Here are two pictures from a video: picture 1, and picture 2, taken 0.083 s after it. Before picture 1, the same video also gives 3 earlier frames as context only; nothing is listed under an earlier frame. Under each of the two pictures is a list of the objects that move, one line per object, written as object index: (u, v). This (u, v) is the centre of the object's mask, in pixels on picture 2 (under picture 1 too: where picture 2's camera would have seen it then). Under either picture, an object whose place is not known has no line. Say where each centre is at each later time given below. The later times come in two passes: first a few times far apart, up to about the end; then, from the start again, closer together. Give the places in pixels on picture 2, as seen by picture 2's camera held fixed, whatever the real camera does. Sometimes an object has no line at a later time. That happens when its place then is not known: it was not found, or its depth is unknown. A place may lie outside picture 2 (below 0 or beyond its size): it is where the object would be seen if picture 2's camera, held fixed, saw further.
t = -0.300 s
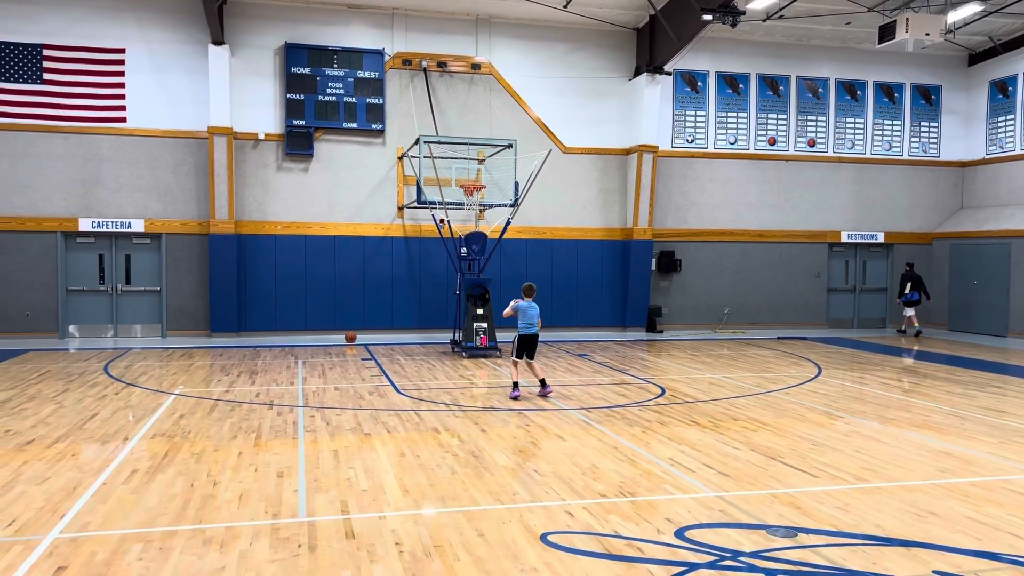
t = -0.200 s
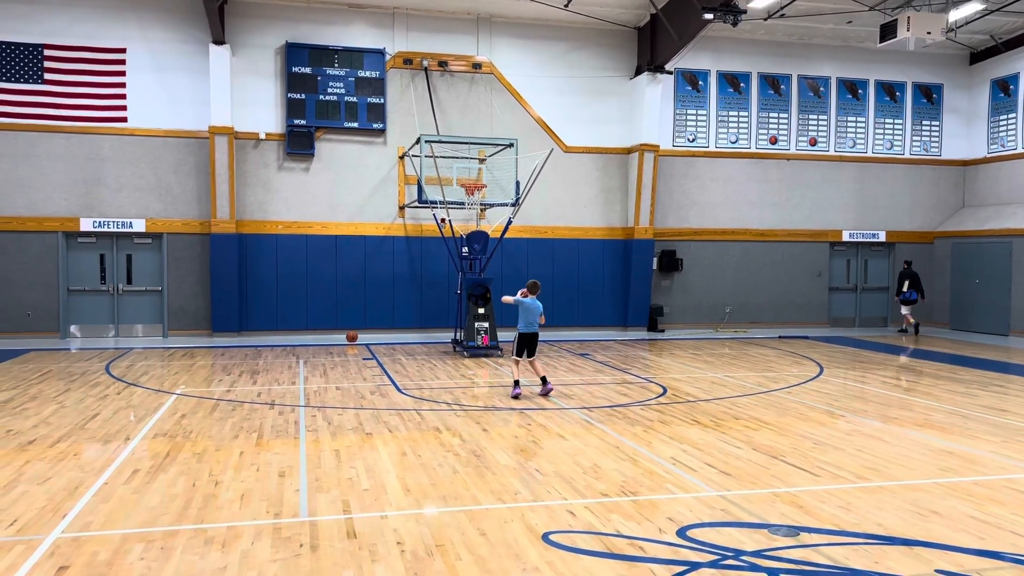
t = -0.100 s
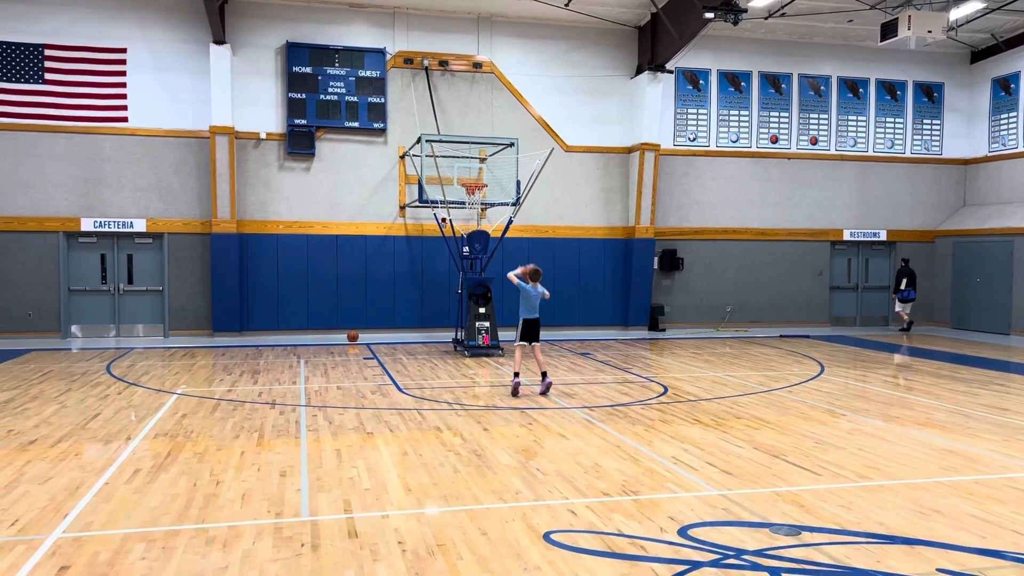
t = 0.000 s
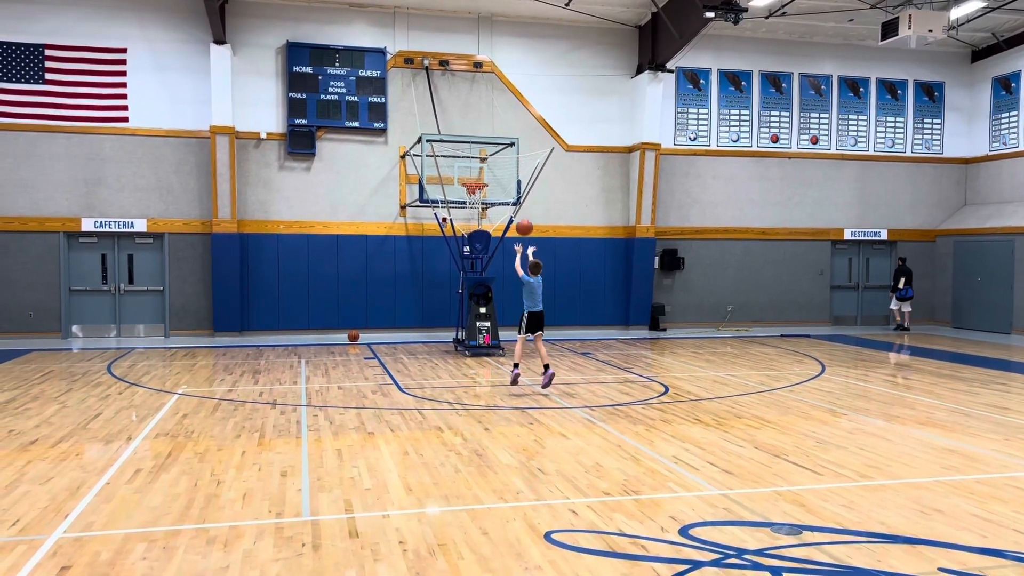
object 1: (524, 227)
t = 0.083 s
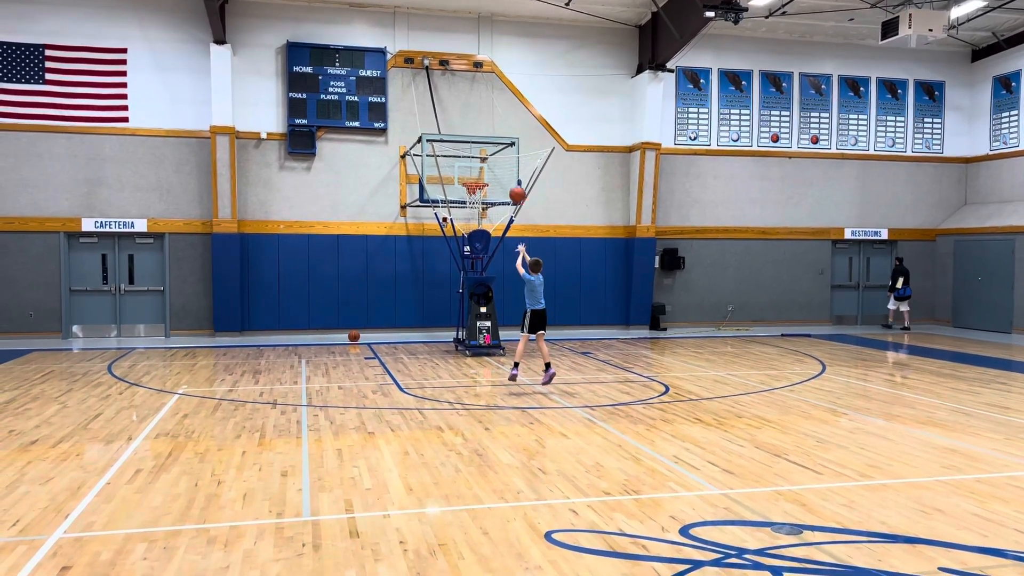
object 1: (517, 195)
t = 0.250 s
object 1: (505, 148)
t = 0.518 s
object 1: (487, 119)
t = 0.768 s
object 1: (473, 133)
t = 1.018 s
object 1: (461, 178)
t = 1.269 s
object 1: (453, 152)
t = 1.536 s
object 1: (451, 156)
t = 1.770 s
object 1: (449, 190)
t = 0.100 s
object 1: (516, 188)
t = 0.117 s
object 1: (515, 183)
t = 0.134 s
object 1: (513, 178)
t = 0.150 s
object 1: (512, 173)
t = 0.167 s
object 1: (511, 168)
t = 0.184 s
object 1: (509, 163)
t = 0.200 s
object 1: (508, 159)
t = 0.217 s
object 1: (507, 155)
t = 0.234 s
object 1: (506, 151)
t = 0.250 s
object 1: (505, 148)
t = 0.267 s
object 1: (503, 145)
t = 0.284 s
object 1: (502, 141)
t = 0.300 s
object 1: (501, 138)
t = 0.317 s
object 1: (500, 136)
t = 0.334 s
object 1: (498, 133)
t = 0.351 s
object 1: (497, 131)
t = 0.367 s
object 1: (496, 129)
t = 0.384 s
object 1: (495, 127)
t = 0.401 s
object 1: (494, 125)
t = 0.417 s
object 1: (493, 124)
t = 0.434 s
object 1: (492, 122)
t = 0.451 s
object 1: (491, 121)
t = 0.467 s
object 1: (490, 121)
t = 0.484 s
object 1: (489, 120)
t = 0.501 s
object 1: (487, 119)
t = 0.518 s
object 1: (487, 119)
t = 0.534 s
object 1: (485, 119)
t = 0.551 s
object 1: (485, 119)
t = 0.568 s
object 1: (483, 119)
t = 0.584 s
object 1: (482, 119)
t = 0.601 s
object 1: (481, 120)
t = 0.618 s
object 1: (480, 120)
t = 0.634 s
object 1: (480, 121)
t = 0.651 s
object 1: (479, 122)
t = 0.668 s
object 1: (478, 123)
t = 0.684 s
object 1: (477, 124)
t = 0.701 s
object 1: (476, 126)
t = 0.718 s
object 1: (475, 127)
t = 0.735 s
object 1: (474, 129)
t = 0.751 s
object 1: (473, 131)
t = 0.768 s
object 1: (473, 133)
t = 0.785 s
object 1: (472, 135)
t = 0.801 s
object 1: (471, 137)
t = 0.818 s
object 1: (470, 140)
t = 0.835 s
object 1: (469, 142)
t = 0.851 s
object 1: (468, 145)
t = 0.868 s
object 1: (468, 147)
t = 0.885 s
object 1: (467, 149)
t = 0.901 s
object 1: (466, 153)
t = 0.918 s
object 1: (465, 156)
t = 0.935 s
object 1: (464, 160)
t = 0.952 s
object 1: (464, 164)
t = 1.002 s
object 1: (462, 174)
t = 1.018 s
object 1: (461, 178)
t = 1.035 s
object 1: (460, 176)
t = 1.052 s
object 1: (459, 173)
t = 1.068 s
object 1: (458, 172)
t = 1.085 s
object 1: (457, 169)
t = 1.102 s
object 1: (456, 168)
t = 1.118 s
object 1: (455, 166)
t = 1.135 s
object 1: (455, 164)
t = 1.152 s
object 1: (455, 161)
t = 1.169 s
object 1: (454, 160)
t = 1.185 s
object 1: (454, 159)
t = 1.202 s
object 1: (454, 157)
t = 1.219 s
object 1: (454, 155)
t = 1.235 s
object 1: (454, 154)
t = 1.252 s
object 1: (454, 152)
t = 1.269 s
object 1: (453, 152)
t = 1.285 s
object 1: (453, 151)
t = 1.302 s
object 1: (453, 151)
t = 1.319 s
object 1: (453, 150)
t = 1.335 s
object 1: (453, 150)
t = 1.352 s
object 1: (453, 149)
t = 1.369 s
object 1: (453, 149)
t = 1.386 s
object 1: (453, 149)
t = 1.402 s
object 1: (453, 149)
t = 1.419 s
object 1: (453, 150)
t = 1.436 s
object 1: (452, 150)
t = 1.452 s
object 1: (452, 150)
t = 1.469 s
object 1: (452, 151)
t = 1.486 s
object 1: (452, 151)
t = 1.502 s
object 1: (452, 153)
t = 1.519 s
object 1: (451, 155)
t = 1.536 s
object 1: (451, 156)
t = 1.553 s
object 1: (451, 158)
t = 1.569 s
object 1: (451, 160)
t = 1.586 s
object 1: (451, 161)
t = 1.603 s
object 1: (451, 163)
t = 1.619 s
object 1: (451, 166)
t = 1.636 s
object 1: (451, 168)
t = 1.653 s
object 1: (450, 170)
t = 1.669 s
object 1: (450, 173)
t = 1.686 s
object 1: (450, 177)
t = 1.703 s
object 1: (450, 179)
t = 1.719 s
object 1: (449, 183)
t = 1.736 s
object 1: (449, 185)
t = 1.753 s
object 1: (449, 188)
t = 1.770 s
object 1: (449, 190)
